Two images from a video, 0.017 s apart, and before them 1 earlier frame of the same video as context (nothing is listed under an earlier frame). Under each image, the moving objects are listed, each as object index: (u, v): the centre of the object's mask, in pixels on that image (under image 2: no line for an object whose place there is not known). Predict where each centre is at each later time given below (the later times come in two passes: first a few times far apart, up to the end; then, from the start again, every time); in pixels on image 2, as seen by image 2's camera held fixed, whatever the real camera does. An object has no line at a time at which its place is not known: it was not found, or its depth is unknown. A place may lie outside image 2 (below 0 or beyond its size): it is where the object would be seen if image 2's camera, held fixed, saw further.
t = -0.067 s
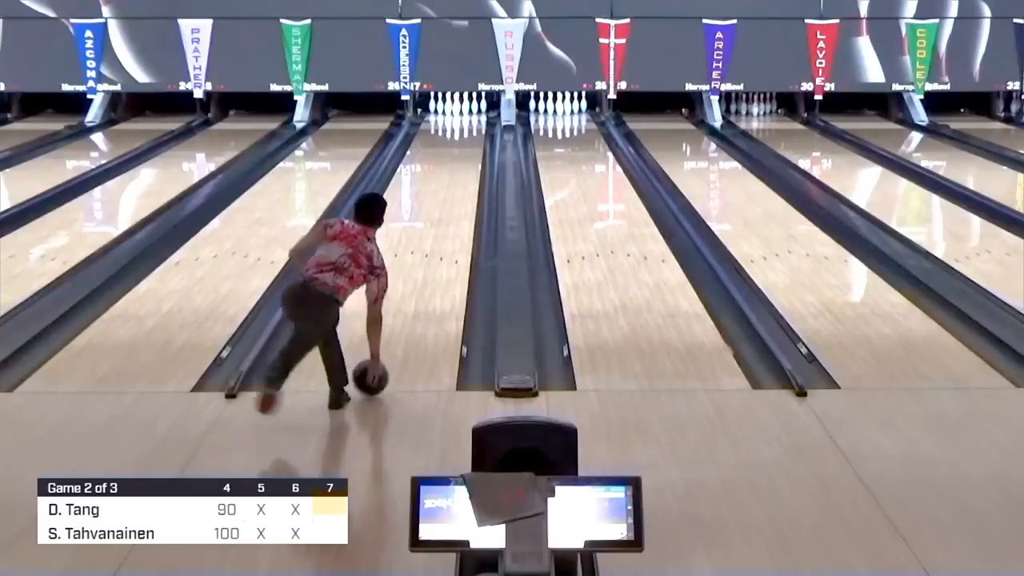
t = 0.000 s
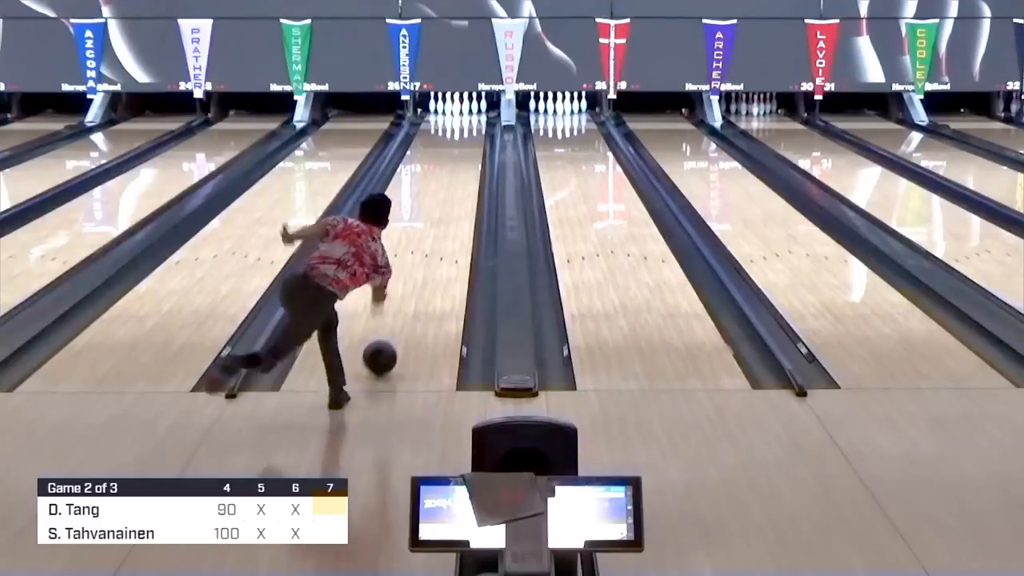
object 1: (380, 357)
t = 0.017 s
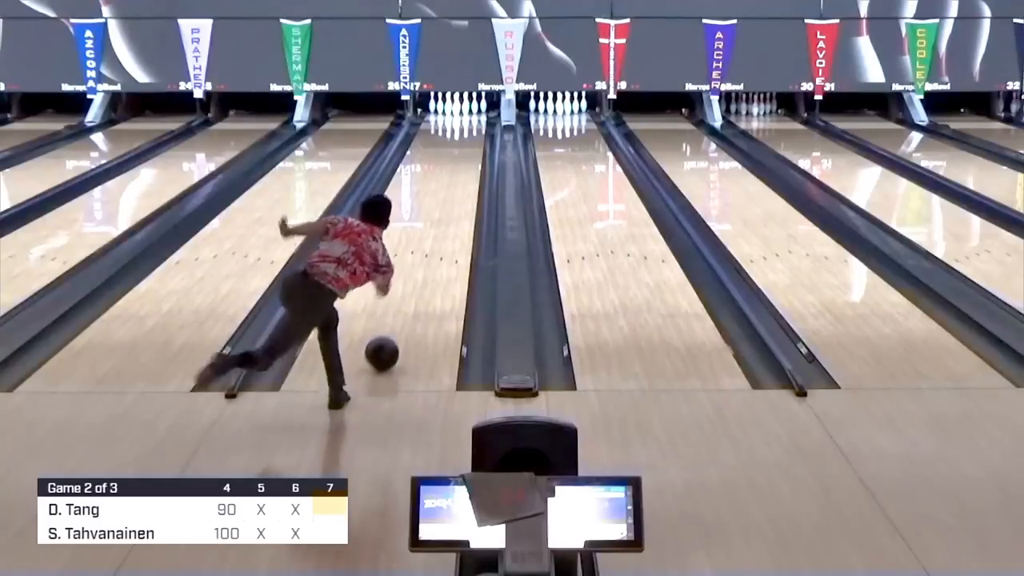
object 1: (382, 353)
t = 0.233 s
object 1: (405, 300)
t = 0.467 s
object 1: (424, 257)
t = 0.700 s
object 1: (437, 225)
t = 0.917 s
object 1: (447, 201)
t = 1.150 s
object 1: (455, 180)
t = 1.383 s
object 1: (461, 162)
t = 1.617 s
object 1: (465, 148)
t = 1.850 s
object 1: (467, 136)
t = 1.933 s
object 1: (467, 132)
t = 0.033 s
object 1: (384, 349)
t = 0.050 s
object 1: (386, 344)
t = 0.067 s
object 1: (388, 340)
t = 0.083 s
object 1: (390, 335)
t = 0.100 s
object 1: (391, 331)
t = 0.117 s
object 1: (393, 327)
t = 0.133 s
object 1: (395, 323)
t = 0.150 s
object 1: (397, 319)
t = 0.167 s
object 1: (399, 315)
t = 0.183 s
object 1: (400, 311)
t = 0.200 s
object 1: (402, 308)
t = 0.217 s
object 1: (404, 304)
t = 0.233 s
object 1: (405, 300)
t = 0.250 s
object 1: (407, 297)
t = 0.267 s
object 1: (408, 294)
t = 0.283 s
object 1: (410, 291)
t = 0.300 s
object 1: (411, 287)
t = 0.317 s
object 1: (412, 284)
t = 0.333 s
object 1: (414, 281)
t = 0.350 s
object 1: (415, 278)
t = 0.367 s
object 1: (417, 276)
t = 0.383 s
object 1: (419, 274)
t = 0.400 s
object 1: (420, 271)
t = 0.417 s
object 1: (425, 269)
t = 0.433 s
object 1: (426, 263)
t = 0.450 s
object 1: (427, 259)
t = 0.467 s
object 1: (424, 257)
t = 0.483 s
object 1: (425, 255)
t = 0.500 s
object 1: (426, 253)
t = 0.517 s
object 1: (427, 251)
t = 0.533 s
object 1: (428, 248)
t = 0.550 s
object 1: (429, 245)
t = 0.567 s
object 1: (430, 243)
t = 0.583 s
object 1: (431, 241)
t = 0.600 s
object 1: (432, 238)
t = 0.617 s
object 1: (433, 236)
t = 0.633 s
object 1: (434, 234)
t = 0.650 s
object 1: (435, 232)
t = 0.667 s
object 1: (436, 229)
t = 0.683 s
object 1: (437, 228)
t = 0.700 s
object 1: (437, 225)
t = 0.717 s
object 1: (438, 223)
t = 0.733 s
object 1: (439, 221)
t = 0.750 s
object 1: (440, 219)
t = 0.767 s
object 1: (441, 217)
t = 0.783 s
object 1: (442, 215)
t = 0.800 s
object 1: (442, 213)
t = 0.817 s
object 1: (443, 211)
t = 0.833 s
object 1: (444, 210)
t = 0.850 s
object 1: (444, 208)
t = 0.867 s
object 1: (445, 206)
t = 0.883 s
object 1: (446, 204)
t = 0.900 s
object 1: (447, 203)
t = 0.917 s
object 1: (447, 201)
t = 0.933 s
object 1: (448, 199)
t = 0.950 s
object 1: (449, 197)
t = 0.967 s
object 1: (449, 196)
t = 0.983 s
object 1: (450, 194)
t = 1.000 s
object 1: (450, 193)
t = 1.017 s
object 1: (451, 191)
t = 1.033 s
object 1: (451, 190)
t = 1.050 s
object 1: (452, 188)
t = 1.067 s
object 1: (453, 187)
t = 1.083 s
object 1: (453, 185)
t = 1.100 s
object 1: (454, 184)
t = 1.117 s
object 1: (454, 182)
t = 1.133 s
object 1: (455, 181)
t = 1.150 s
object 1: (455, 180)
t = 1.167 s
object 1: (456, 178)
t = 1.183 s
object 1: (456, 177)
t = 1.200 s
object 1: (457, 176)
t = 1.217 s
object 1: (457, 174)
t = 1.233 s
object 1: (458, 173)
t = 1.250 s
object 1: (458, 172)
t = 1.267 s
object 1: (459, 171)
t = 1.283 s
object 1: (459, 169)
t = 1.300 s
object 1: (459, 168)
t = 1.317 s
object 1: (460, 167)
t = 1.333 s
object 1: (460, 166)
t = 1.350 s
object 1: (460, 165)
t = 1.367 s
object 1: (461, 164)
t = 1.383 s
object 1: (461, 162)
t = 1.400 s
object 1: (461, 161)
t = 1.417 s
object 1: (462, 160)
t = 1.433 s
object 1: (462, 159)
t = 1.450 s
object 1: (463, 158)
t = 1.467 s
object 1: (463, 157)
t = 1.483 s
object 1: (463, 156)
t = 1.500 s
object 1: (464, 155)
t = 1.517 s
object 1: (464, 154)
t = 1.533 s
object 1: (464, 153)
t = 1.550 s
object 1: (464, 152)
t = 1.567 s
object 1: (465, 151)
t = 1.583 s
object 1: (465, 150)
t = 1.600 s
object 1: (465, 149)
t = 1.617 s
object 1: (465, 148)
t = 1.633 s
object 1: (465, 147)
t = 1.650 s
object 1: (465, 146)
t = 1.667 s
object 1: (466, 145)
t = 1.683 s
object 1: (466, 144)
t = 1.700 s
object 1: (466, 144)
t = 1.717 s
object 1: (466, 143)
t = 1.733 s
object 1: (466, 142)
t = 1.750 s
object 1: (466, 141)
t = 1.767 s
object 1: (467, 140)
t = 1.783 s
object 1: (466, 139)
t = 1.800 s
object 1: (467, 138)
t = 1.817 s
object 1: (467, 137)
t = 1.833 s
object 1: (467, 136)
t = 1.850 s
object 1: (467, 136)
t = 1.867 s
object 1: (467, 135)
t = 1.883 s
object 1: (467, 134)
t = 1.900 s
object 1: (467, 133)
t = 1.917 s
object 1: (466, 133)
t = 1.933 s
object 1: (467, 132)
